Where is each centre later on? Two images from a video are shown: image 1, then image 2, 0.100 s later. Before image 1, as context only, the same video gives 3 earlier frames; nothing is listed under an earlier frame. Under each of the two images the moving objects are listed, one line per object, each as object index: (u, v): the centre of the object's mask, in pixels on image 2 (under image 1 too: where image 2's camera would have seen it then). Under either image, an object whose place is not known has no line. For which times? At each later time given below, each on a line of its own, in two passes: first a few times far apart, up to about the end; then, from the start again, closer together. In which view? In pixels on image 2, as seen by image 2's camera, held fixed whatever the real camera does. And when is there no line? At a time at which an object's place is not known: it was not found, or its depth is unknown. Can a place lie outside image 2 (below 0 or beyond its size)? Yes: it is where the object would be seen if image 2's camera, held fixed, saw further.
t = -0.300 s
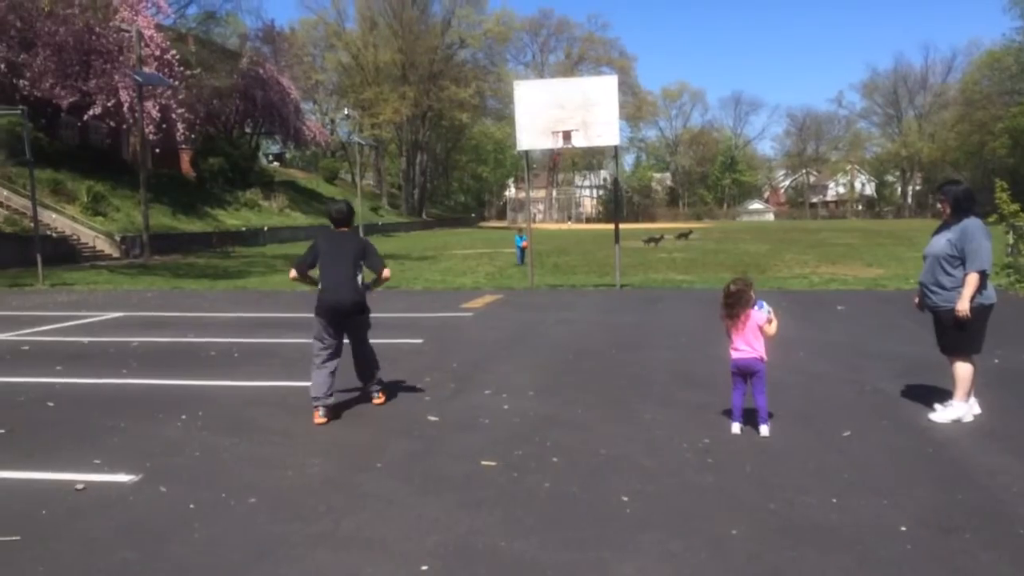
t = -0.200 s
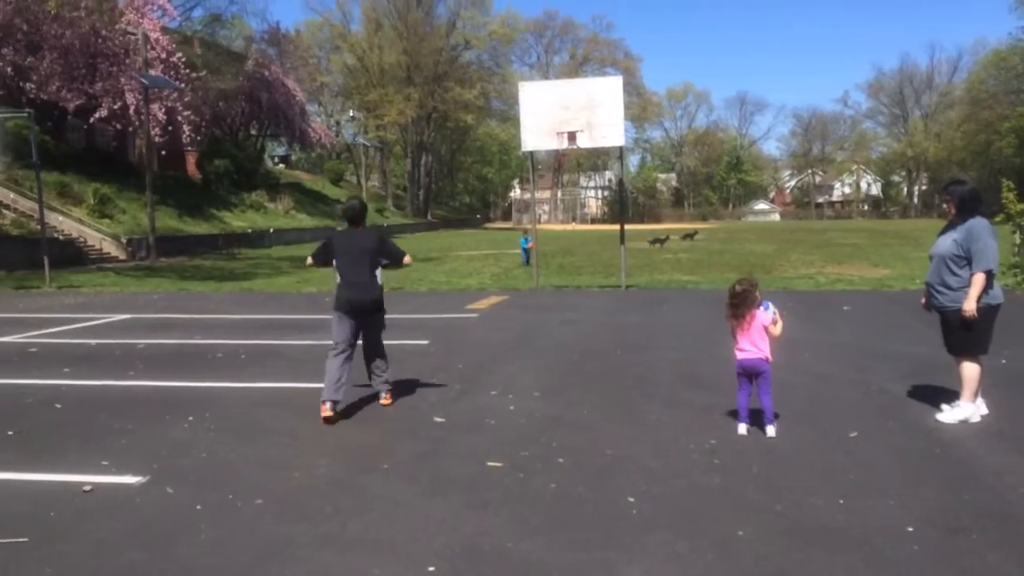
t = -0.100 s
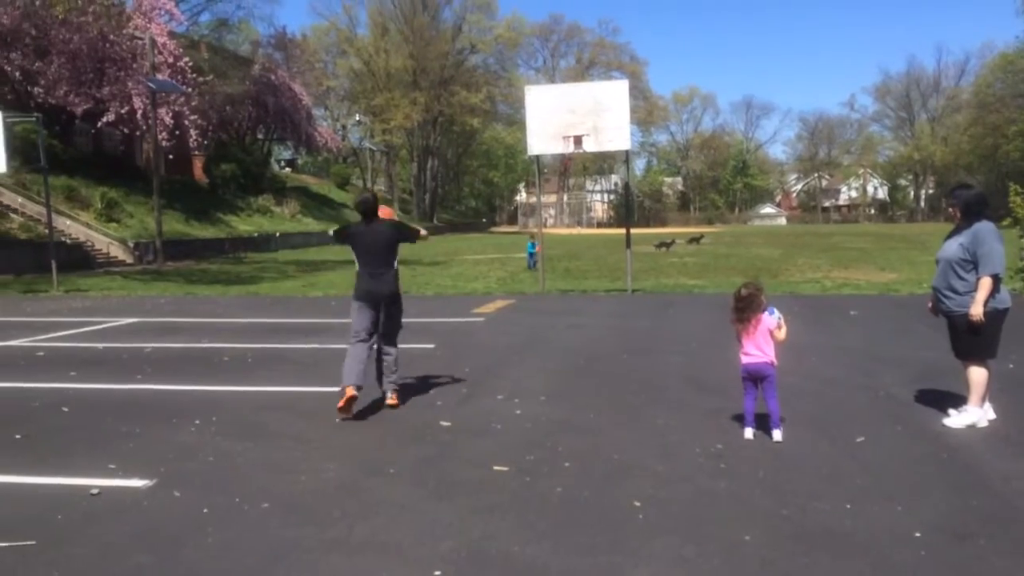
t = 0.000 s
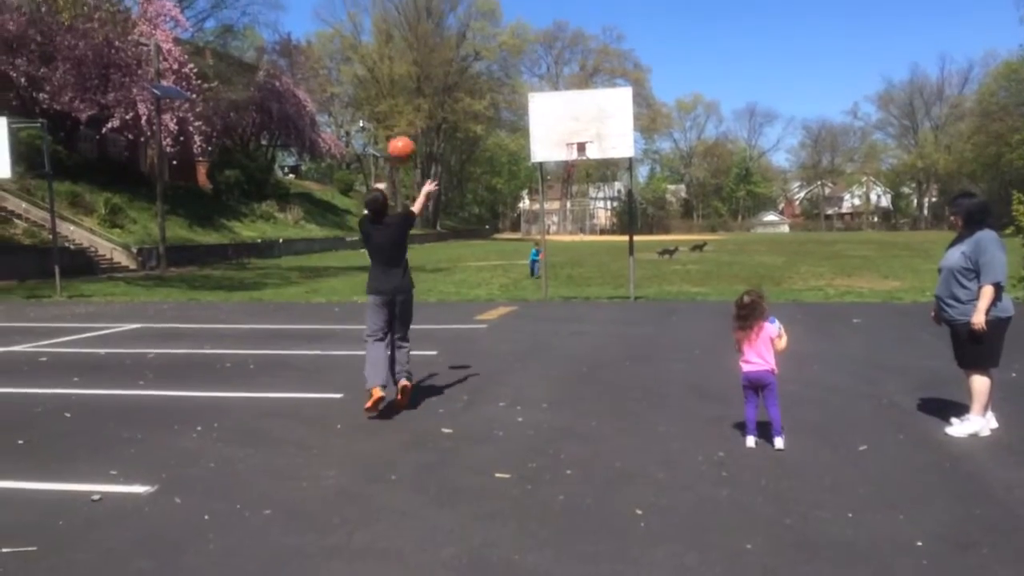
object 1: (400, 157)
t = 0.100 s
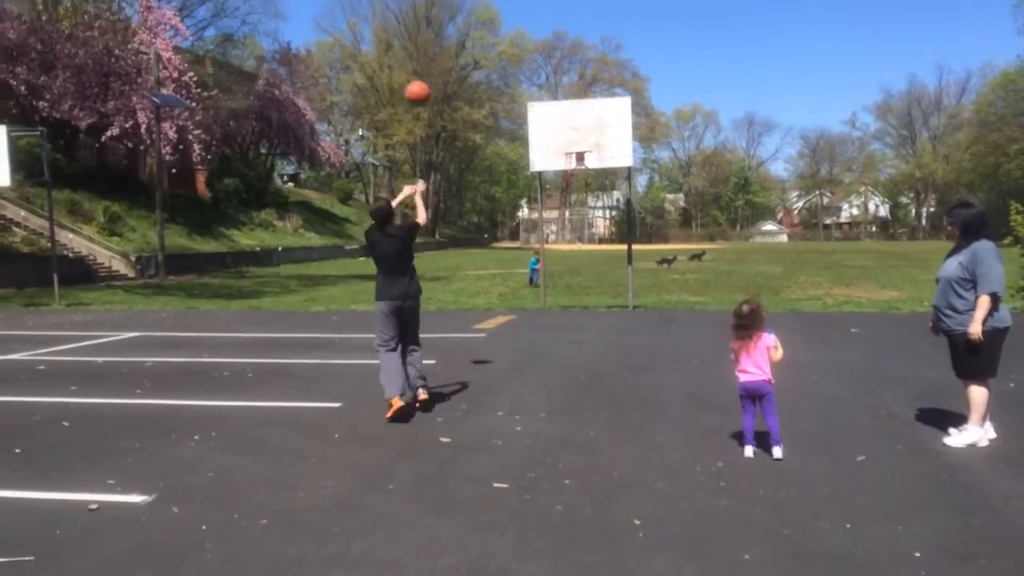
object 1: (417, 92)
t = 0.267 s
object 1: (441, 22)
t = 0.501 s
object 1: (465, -14)
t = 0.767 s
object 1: (488, 6)
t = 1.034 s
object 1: (508, 67)
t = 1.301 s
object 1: (524, 154)
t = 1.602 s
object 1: (536, 273)
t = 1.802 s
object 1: (538, 266)
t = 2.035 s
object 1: (514, 222)
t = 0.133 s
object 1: (423, 74)
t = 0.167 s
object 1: (427, 60)
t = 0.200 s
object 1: (432, 46)
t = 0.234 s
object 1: (436, 34)
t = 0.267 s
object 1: (441, 22)
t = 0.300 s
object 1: (445, 14)
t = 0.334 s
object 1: (449, 6)
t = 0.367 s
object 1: (453, 0)
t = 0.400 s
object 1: (456, -5)
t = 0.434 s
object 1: (460, -9)
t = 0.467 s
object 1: (463, -12)
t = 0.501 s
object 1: (465, -14)
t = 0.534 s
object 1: (468, -15)
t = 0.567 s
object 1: (471, -15)
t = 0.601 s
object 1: (474, -13)
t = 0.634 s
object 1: (477, -11)
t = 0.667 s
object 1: (479, -8)
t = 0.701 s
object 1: (482, -4)
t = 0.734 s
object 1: (485, 0)
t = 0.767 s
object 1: (488, 6)
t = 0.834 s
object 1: (493, 18)
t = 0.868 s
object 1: (495, 25)
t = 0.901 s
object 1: (498, 33)
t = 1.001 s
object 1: (506, 58)
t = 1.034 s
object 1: (508, 67)
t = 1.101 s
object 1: (513, 87)
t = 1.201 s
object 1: (518, 119)
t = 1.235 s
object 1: (521, 130)
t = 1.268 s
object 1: (523, 142)
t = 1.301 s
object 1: (524, 154)
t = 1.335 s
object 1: (526, 167)
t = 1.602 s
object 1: (536, 273)
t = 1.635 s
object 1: (537, 287)
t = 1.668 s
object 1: (537, 302)
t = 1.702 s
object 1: (538, 300)
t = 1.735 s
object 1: (537, 288)
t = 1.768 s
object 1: (537, 277)
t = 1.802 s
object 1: (538, 266)
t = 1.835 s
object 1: (538, 256)
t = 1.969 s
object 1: (524, 232)
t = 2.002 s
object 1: (519, 226)
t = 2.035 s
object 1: (514, 222)
